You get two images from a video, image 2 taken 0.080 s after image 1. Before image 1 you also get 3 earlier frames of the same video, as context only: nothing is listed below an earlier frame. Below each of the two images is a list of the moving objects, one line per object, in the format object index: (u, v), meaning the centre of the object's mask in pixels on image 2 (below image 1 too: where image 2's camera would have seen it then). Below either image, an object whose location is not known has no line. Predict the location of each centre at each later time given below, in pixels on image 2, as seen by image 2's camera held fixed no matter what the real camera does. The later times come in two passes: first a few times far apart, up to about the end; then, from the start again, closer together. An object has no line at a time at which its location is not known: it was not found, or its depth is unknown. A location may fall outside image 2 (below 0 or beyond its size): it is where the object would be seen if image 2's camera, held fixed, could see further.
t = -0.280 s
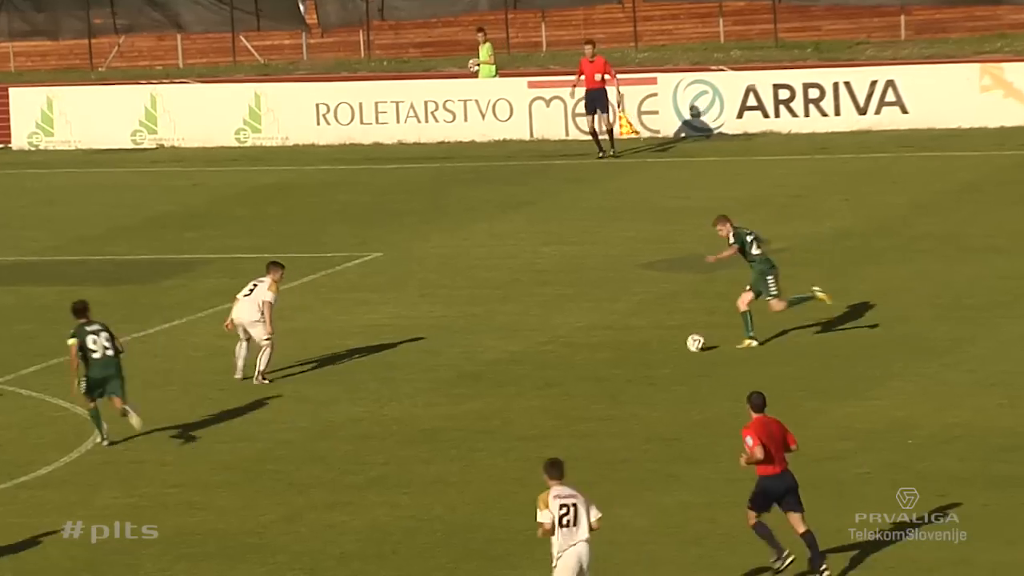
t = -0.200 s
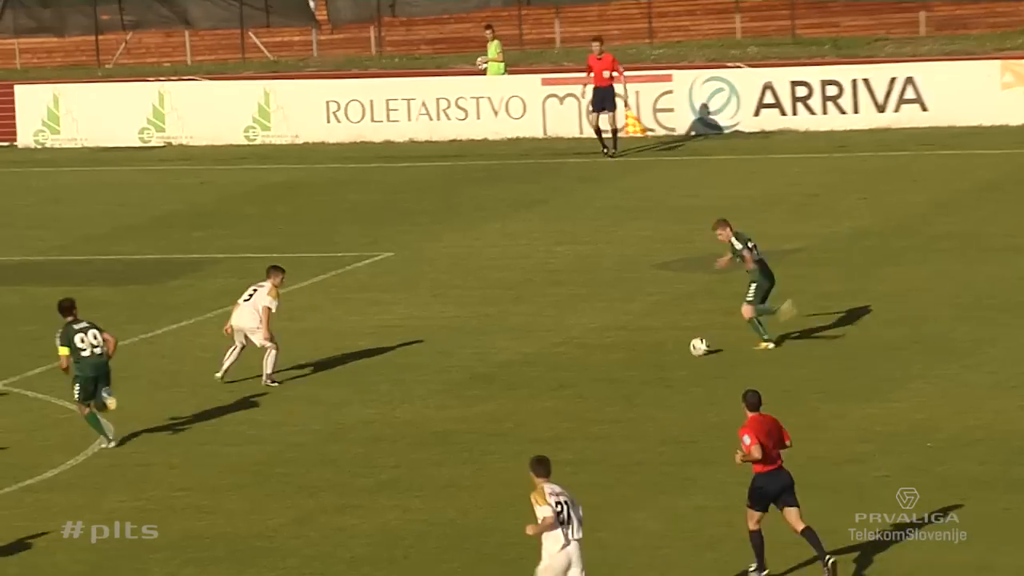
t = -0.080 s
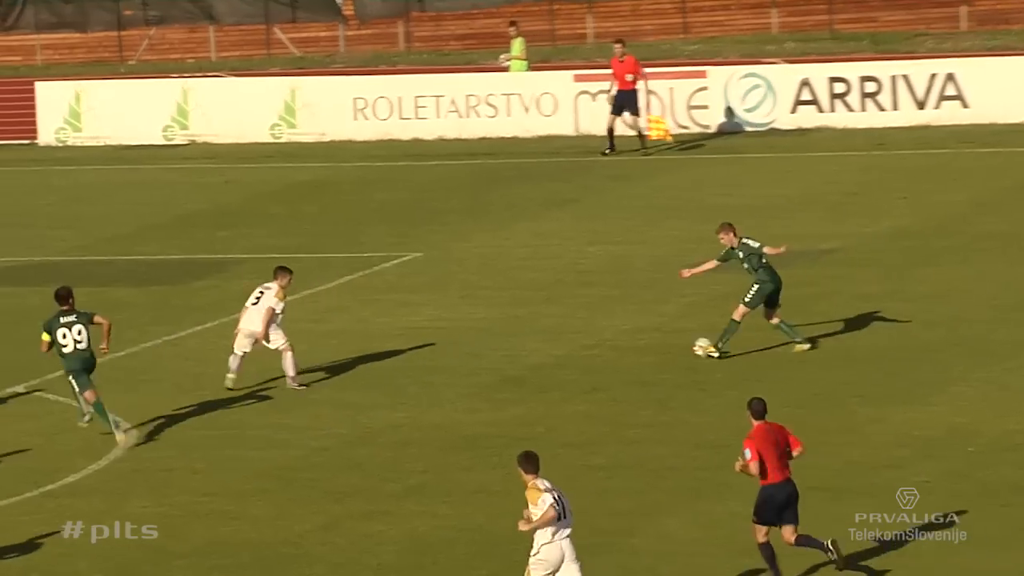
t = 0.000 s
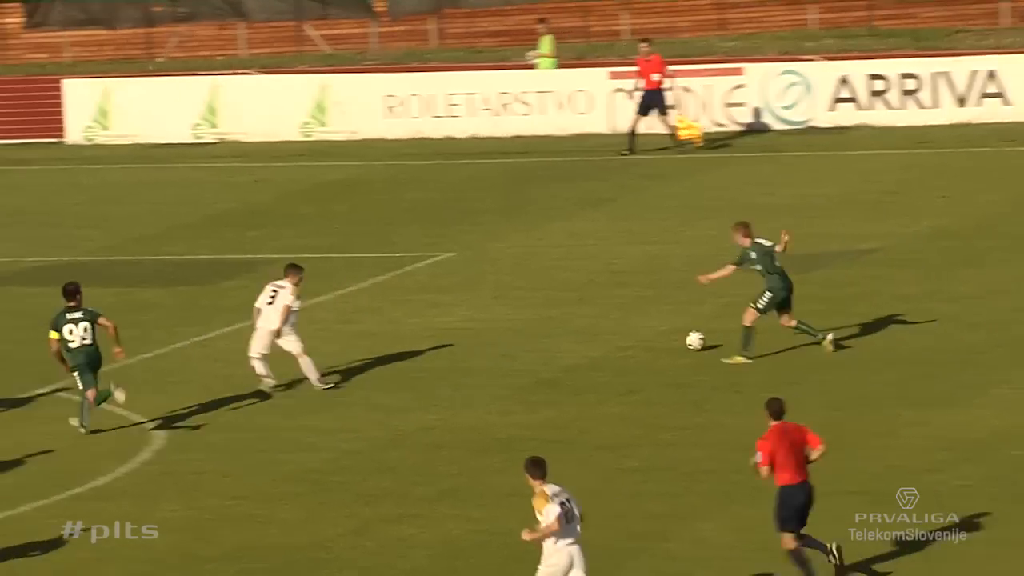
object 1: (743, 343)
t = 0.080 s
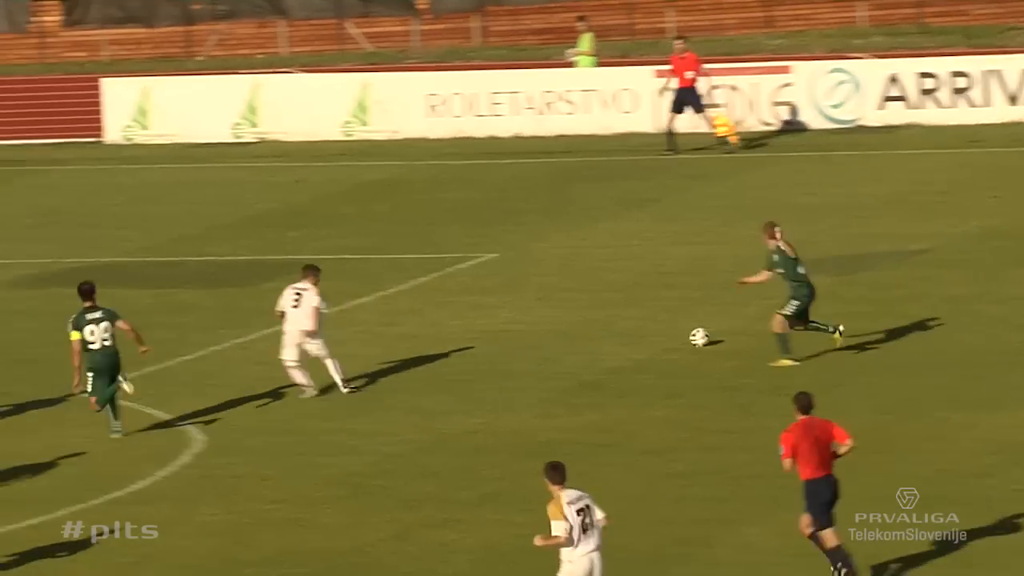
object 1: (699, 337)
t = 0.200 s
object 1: (642, 326)
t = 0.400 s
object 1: (563, 312)
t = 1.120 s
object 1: (379, 280)
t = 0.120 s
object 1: (679, 333)
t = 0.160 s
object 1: (660, 329)
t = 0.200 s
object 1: (642, 326)
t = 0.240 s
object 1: (624, 323)
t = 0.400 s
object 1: (563, 312)
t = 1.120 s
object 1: (379, 280)
